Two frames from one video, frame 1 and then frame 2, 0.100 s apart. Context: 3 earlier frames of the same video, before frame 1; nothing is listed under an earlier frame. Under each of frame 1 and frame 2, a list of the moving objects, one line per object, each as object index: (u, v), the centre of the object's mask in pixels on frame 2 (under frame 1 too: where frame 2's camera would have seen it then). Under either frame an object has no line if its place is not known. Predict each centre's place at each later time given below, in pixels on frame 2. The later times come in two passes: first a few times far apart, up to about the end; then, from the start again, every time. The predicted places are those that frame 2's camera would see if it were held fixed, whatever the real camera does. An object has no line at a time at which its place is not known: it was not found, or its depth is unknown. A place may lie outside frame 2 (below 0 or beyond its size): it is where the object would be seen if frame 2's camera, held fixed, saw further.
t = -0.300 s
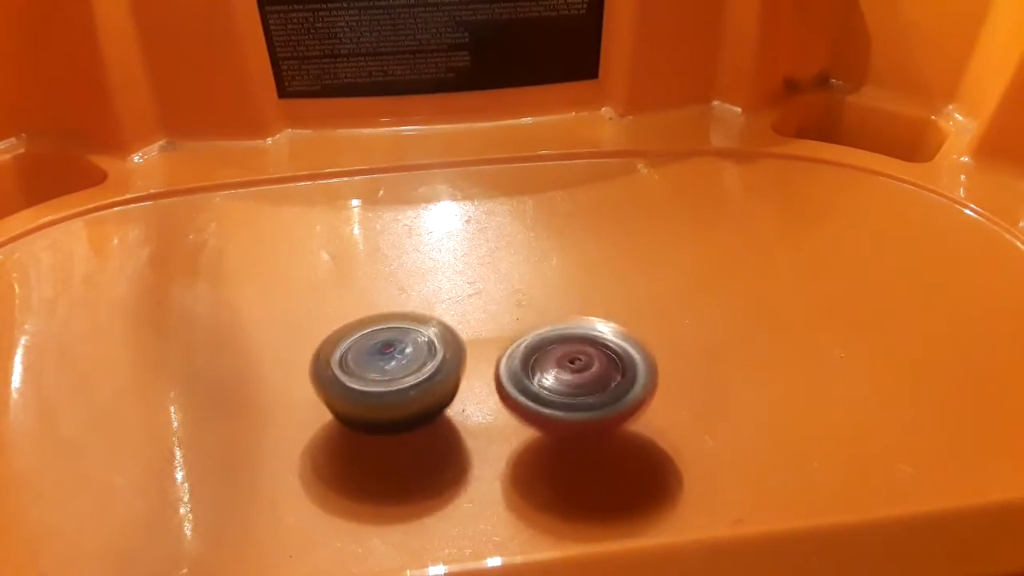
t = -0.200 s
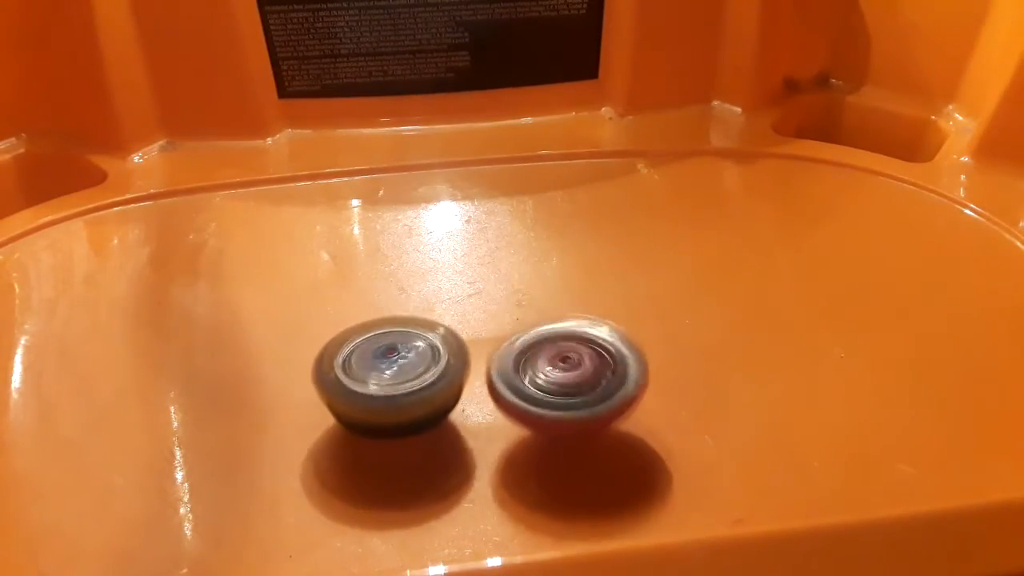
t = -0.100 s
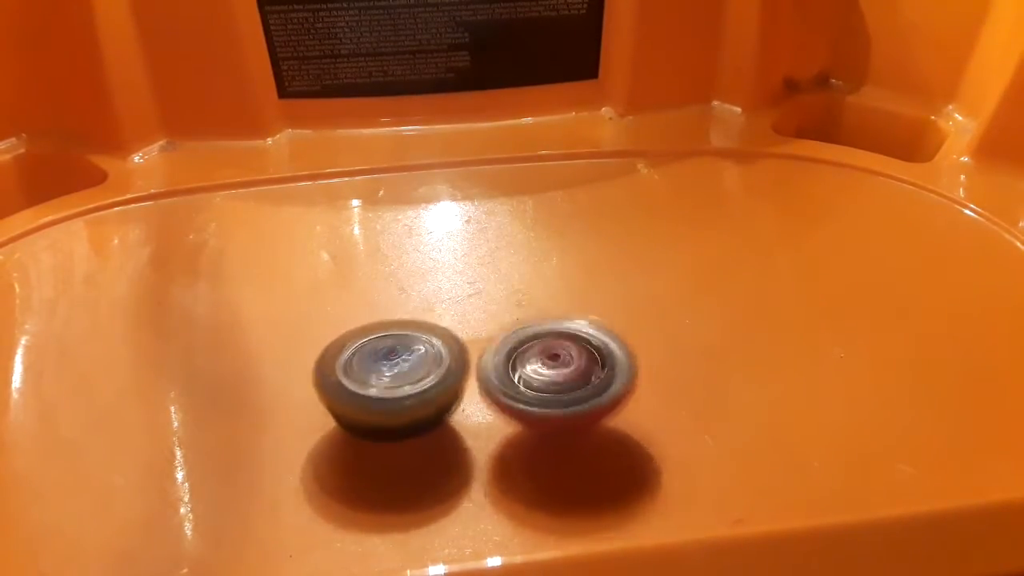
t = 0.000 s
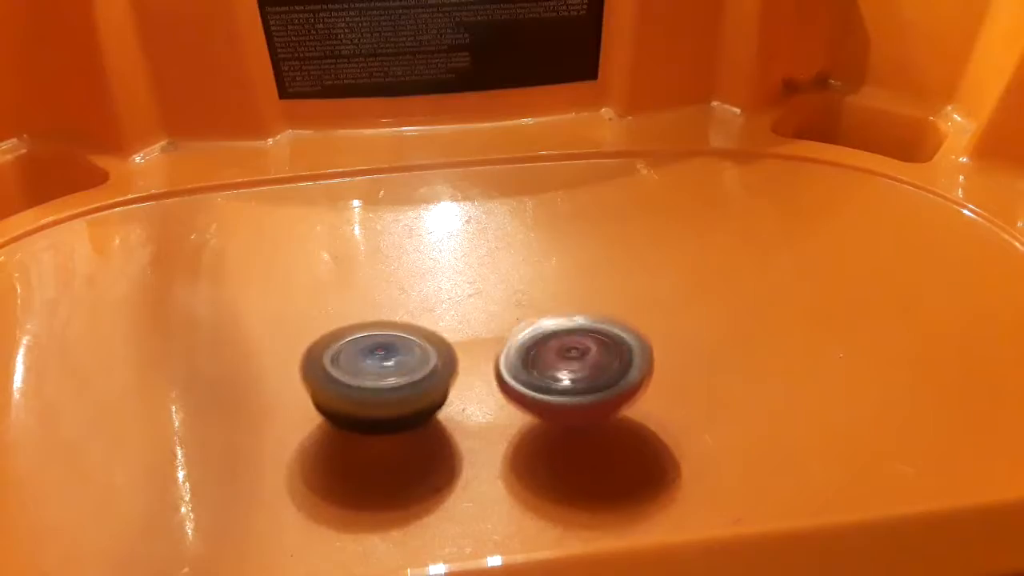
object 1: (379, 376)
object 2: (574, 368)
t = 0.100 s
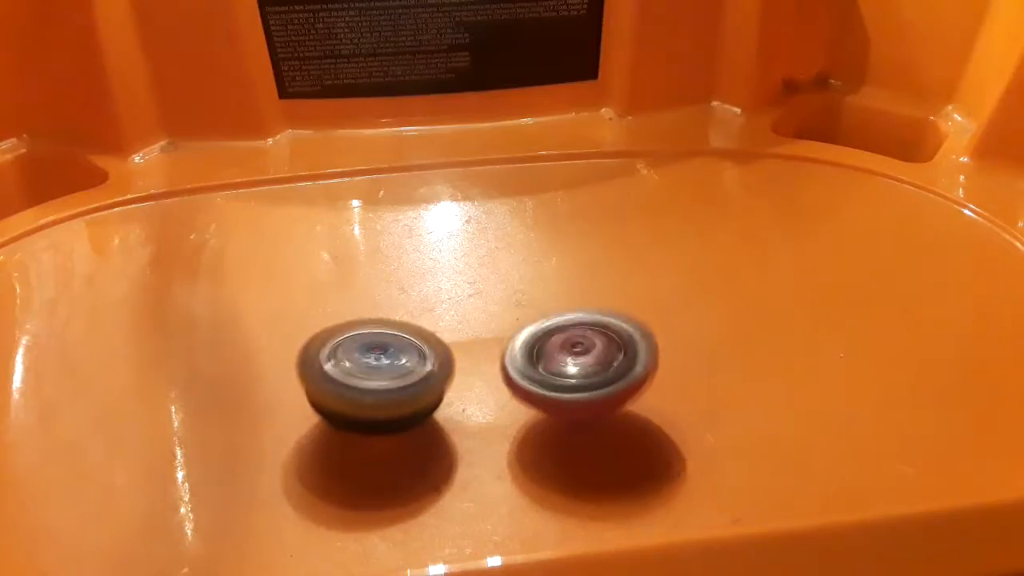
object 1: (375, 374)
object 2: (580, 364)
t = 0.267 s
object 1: (375, 370)
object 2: (574, 350)
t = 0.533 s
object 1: (392, 360)
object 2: (546, 327)
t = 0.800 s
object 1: (376, 353)
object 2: (559, 313)
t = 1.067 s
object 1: (382, 353)
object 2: (577, 299)
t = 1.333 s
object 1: (387, 349)
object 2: (583, 296)
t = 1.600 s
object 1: (389, 354)
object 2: (563, 305)
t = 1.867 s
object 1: (384, 362)
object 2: (559, 324)
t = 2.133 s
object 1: (391, 371)
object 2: (579, 345)
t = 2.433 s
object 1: (410, 373)
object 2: (594, 365)
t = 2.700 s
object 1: (412, 372)
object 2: (575, 363)
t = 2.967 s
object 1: (404, 368)
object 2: (581, 352)
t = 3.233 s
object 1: (401, 357)
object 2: (563, 332)
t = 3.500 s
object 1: (390, 349)
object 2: (560, 322)
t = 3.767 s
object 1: (391, 344)
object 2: (553, 326)
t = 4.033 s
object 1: (394, 345)
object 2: (552, 338)
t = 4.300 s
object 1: (388, 351)
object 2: (568, 354)
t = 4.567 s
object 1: (379, 357)
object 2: (569, 364)
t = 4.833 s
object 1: (387, 364)
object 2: (548, 365)
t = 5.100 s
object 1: (390, 358)
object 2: (559, 355)
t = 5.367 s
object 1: (395, 353)
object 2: (559, 353)
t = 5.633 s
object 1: (400, 357)
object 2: (558, 362)
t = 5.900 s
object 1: (388, 360)
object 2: (561, 371)
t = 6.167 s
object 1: (389, 359)
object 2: (551, 365)
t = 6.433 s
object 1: (387, 350)
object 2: (551, 351)
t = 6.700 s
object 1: (390, 348)
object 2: (566, 345)
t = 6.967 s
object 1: (389, 353)
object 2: (562, 344)
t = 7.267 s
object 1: (380, 357)
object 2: (564, 356)
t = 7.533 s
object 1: (386, 360)
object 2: (563, 366)
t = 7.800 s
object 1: (386, 355)
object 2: (549, 365)
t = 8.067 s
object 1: (381, 352)
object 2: (550, 357)
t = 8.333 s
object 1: (380, 348)
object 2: (545, 352)
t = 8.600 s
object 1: (382, 350)
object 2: (543, 364)
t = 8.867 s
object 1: (377, 354)
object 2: (539, 373)
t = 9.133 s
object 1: (378, 356)
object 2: (537, 365)
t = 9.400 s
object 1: (372, 351)
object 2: (566, 350)
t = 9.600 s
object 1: (371, 353)
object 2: (548, 333)
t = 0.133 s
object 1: (374, 374)
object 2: (580, 361)
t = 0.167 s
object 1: (374, 373)
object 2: (579, 358)
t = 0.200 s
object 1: (374, 372)
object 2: (577, 356)
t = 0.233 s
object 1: (375, 371)
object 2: (574, 353)
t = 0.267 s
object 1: (375, 370)
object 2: (574, 350)
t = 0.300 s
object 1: (377, 369)
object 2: (573, 345)
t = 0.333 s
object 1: (378, 367)
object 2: (570, 341)
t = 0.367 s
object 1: (380, 366)
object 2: (566, 339)
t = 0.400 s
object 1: (383, 365)
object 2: (563, 336)
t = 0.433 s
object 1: (386, 364)
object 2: (559, 334)
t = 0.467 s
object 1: (389, 363)
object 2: (554, 331)
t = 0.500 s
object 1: (391, 361)
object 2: (549, 329)
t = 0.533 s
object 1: (392, 360)
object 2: (546, 327)
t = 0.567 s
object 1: (389, 358)
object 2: (545, 323)
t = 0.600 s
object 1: (389, 356)
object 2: (541, 323)
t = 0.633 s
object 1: (390, 355)
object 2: (541, 321)
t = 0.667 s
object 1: (390, 354)
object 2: (539, 318)
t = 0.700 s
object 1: (381, 354)
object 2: (547, 316)
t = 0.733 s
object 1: (376, 352)
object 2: (552, 317)
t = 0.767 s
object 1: (376, 352)
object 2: (555, 314)
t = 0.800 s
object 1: (376, 353)
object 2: (559, 313)
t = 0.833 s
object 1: (376, 353)
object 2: (562, 311)
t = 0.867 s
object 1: (377, 354)
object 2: (566, 310)
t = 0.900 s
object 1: (378, 354)
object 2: (569, 308)
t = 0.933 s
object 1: (379, 355)
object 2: (571, 306)
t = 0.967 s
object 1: (381, 355)
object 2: (574, 305)
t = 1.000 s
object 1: (382, 355)
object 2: (575, 303)
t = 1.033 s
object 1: (382, 354)
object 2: (576, 301)
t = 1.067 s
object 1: (382, 353)
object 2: (577, 299)
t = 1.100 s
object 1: (382, 353)
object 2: (577, 298)
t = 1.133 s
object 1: (383, 352)
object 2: (576, 295)
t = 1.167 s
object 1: (384, 351)
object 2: (575, 293)
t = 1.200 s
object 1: (384, 350)
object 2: (576, 292)
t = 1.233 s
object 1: (384, 350)
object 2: (578, 293)
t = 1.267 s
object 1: (385, 349)
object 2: (581, 294)
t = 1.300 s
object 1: (386, 349)
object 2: (582, 296)
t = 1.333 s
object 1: (387, 349)
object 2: (583, 296)
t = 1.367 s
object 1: (388, 349)
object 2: (582, 297)
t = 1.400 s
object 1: (389, 349)
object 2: (578, 297)
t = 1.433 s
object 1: (389, 350)
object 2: (576, 297)
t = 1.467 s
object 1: (390, 351)
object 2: (572, 299)
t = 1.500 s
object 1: (390, 351)
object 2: (570, 300)
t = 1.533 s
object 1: (390, 352)
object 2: (568, 301)
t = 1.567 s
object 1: (390, 353)
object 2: (565, 303)
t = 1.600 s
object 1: (389, 354)
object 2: (563, 305)
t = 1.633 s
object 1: (389, 355)
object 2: (562, 307)
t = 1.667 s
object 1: (388, 356)
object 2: (560, 309)
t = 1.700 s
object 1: (387, 357)
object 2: (559, 312)
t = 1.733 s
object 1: (385, 358)
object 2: (558, 314)
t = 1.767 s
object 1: (384, 358)
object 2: (558, 317)
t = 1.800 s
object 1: (383, 359)
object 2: (558, 319)
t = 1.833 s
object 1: (382, 361)
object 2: (558, 321)
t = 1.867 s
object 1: (384, 362)
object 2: (559, 324)
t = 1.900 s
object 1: (384, 363)
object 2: (560, 327)
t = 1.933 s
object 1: (385, 364)
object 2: (562, 330)
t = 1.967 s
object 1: (386, 366)
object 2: (563, 333)
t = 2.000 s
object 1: (386, 367)
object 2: (566, 335)
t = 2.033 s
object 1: (388, 368)
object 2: (569, 337)
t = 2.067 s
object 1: (389, 369)
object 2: (571, 340)
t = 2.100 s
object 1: (390, 370)
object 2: (574, 342)
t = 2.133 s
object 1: (391, 371)
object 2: (579, 345)
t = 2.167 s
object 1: (393, 372)
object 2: (583, 347)
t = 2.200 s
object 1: (395, 372)
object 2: (587, 349)
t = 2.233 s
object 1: (397, 372)
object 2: (588, 352)
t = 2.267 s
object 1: (398, 373)
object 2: (589, 355)
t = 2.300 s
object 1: (401, 373)
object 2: (591, 357)
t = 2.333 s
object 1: (403, 373)
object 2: (592, 360)
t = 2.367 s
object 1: (406, 373)
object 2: (593, 361)
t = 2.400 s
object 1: (408, 373)
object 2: (594, 363)
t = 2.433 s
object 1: (410, 373)
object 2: (594, 365)
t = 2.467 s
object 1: (412, 373)
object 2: (593, 364)
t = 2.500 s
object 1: (414, 372)
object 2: (592, 365)
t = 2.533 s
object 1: (414, 372)
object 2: (591, 365)
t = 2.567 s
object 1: (413, 372)
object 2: (589, 365)
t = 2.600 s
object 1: (412, 373)
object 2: (585, 364)
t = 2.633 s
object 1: (412, 372)
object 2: (582, 364)
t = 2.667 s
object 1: (414, 372)
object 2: (578, 365)
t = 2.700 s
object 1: (412, 372)
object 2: (575, 363)
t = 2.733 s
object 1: (412, 371)
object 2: (573, 362)
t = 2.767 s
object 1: (408, 370)
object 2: (576, 360)
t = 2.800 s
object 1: (405, 370)
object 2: (579, 359)
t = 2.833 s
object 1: (405, 369)
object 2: (578, 359)
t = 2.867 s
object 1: (405, 369)
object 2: (582, 357)
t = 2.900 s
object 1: (405, 369)
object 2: (581, 352)
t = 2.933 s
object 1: (404, 368)
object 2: (580, 352)
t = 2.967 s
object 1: (404, 368)
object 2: (581, 352)
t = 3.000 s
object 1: (404, 367)
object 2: (580, 350)
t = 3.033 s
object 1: (403, 366)
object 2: (578, 348)
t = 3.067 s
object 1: (402, 364)
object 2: (579, 344)
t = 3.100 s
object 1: (402, 363)
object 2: (577, 341)
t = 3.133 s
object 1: (401, 361)
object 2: (573, 338)
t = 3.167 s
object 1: (401, 360)
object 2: (572, 334)
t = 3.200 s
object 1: (401, 358)
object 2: (568, 333)
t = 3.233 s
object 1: (401, 357)
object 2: (563, 332)
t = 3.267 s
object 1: (402, 356)
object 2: (560, 330)
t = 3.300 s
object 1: (402, 355)
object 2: (556, 330)
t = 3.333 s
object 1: (394, 354)
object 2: (561, 327)
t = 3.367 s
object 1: (392, 353)
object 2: (560, 324)
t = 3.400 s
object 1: (392, 352)
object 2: (560, 325)
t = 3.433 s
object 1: (391, 351)
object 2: (561, 324)
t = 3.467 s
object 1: (390, 350)
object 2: (559, 322)
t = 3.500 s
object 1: (390, 349)
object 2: (560, 322)
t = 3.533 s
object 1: (389, 348)
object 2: (559, 321)
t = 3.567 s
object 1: (389, 347)
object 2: (559, 321)
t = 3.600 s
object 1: (389, 346)
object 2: (558, 322)
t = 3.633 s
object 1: (389, 346)
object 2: (557, 323)
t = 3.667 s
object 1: (390, 345)
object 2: (556, 323)
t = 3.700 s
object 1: (390, 345)
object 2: (555, 324)
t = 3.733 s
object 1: (390, 344)
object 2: (555, 325)
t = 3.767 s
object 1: (391, 344)
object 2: (553, 326)
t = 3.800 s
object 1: (391, 344)
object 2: (553, 327)
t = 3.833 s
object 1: (392, 344)
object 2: (553, 327)
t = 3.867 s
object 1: (392, 344)
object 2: (552, 330)
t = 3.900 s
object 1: (393, 344)
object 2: (552, 330)
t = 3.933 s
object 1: (393, 344)
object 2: (552, 332)
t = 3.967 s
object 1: (394, 344)
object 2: (551, 334)
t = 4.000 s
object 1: (394, 345)
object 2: (552, 335)
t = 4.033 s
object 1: (394, 345)
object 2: (552, 338)
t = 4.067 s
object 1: (393, 346)
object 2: (553, 339)
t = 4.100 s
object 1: (393, 347)
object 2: (555, 342)
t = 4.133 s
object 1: (393, 347)
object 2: (555, 344)
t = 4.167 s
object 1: (392, 348)
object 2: (557, 346)
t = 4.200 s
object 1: (391, 349)
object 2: (560, 349)
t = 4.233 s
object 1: (390, 350)
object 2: (562, 350)
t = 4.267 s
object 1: (389, 351)
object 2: (565, 352)
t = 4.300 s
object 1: (388, 351)
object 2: (568, 354)
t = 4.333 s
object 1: (386, 352)
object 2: (571, 355)
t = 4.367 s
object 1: (384, 353)
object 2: (572, 357)
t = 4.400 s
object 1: (383, 354)
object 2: (571, 359)
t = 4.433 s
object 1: (381, 354)
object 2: (572, 360)
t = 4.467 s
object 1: (379, 354)
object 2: (571, 363)
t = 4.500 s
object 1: (379, 355)
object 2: (570, 362)
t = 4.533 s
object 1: (378, 356)
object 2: (571, 365)
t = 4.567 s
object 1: (379, 357)
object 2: (569, 364)
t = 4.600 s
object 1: (378, 358)
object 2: (568, 364)
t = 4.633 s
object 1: (379, 359)
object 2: (567, 365)
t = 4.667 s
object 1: (380, 360)
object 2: (564, 365)
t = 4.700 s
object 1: (380, 361)
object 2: (562, 366)
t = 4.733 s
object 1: (381, 362)
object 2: (557, 366)
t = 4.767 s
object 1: (383, 363)
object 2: (554, 366)
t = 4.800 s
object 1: (385, 363)
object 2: (551, 366)
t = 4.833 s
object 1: (387, 364)
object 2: (548, 365)
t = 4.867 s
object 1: (385, 363)
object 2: (553, 362)
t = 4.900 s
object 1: (387, 361)
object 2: (552, 360)
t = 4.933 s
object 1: (389, 361)
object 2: (549, 362)
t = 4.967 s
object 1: (388, 361)
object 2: (554, 362)
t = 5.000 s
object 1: (389, 361)
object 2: (555, 357)
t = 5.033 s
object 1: (390, 360)
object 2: (554, 358)
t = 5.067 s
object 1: (390, 360)
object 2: (556, 359)
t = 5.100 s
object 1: (390, 358)
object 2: (559, 355)
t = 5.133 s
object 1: (390, 357)
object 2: (558, 355)
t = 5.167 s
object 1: (390, 356)
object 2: (559, 354)
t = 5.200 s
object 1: (390, 355)
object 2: (560, 354)
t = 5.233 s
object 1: (391, 354)
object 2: (559, 352)
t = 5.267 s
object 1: (392, 354)
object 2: (560, 352)
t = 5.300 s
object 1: (392, 354)
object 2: (559, 352)
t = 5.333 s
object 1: (394, 353)
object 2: (558, 351)
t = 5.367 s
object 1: (395, 353)
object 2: (559, 353)
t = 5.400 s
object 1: (395, 353)
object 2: (557, 353)
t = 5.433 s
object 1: (397, 353)
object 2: (557, 354)
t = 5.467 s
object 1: (398, 353)
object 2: (557, 355)
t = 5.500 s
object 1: (399, 353)
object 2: (557, 355)
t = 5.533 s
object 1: (400, 354)
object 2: (558, 357)
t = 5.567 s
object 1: (400, 355)
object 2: (557, 359)
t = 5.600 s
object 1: (400, 355)
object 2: (559, 361)
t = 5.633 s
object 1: (400, 357)
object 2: (558, 362)
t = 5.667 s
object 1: (400, 357)
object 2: (557, 364)
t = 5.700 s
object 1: (398, 358)
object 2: (556, 366)
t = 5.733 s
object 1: (398, 359)
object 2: (555, 366)
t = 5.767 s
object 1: (394, 359)
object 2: (556, 368)
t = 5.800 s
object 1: (393, 359)
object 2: (558, 368)
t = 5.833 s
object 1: (392, 360)
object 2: (557, 369)
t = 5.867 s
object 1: (389, 361)
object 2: (558, 368)
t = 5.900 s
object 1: (388, 360)
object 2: (561, 371)
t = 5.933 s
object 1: (389, 360)
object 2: (559, 368)
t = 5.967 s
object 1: (388, 361)
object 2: (561, 369)
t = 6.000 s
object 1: (387, 360)
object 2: (562, 367)
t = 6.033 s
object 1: (388, 360)
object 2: (559, 367)
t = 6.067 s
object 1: (388, 360)
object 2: (559, 367)
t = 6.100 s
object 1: (388, 359)
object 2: (557, 366)
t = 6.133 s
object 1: (389, 359)
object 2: (554, 364)
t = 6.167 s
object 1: (389, 359)
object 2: (551, 365)
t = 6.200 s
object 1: (389, 358)
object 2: (550, 363)
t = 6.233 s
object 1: (389, 357)
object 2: (551, 361)
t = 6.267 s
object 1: (389, 355)
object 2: (547, 358)
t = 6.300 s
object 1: (389, 354)
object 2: (548, 356)
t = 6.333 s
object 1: (389, 353)
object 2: (547, 355)
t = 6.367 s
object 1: (386, 351)
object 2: (553, 353)
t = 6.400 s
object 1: (387, 350)
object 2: (552, 351)
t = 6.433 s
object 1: (387, 350)
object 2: (551, 351)
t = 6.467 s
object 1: (386, 349)
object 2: (556, 350)
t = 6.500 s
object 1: (387, 348)
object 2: (559, 349)
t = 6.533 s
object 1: (388, 348)
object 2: (558, 349)
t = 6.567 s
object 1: (387, 348)
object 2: (561, 349)
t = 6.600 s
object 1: (388, 347)
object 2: (565, 346)
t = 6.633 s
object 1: (389, 348)
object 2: (562, 345)
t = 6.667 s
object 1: (389, 348)
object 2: (564, 346)
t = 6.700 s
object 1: (390, 348)
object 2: (566, 345)
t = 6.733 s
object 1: (390, 348)
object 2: (566, 342)
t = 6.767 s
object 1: (391, 349)
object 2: (564, 344)
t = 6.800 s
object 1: (391, 349)
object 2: (566, 345)
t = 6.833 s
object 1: (391, 350)
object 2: (565, 343)
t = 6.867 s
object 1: (391, 351)
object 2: (563, 341)
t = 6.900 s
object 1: (390, 351)
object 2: (564, 344)
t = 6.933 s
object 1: (390, 352)
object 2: (563, 344)
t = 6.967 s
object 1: (389, 353)
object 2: (562, 344)
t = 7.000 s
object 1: (388, 353)
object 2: (560, 345)
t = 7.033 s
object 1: (387, 354)
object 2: (563, 347)
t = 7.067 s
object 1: (386, 354)
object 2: (561, 347)
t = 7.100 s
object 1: (385, 355)
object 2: (559, 349)
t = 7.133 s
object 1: (383, 355)
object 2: (560, 351)
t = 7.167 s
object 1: (382, 355)
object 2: (563, 351)
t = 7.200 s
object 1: (381, 355)
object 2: (561, 352)
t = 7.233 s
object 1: (380, 356)
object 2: (562, 355)
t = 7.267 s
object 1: (380, 357)
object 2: (564, 356)
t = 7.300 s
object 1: (381, 357)
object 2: (567, 356)
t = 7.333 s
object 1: (380, 358)
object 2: (565, 358)
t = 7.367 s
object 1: (381, 359)
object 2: (565, 360)
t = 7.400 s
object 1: (381, 359)
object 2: (565, 362)
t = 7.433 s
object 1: (382, 359)
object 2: (565, 363)
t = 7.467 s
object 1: (384, 360)
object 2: (563, 365)
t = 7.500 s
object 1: (385, 360)
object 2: (563, 364)
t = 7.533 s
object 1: (386, 360)
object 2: (563, 366)
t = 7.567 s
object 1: (387, 360)
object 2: (561, 365)
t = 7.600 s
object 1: (388, 360)
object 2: (559, 366)
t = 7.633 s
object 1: (387, 359)
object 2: (556, 367)
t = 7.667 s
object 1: (388, 358)
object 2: (555, 367)
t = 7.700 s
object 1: (388, 357)
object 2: (551, 368)
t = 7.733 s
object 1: (388, 357)
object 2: (548, 368)
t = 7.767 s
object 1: (388, 356)
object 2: (546, 368)
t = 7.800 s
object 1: (386, 355)
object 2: (549, 365)
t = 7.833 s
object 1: (387, 354)
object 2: (545, 362)
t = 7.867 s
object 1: (384, 354)
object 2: (544, 364)
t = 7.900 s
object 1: (381, 352)
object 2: (551, 363)
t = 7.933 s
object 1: (383, 352)
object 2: (547, 362)
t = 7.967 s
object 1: (382, 353)
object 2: (543, 363)
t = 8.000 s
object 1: (379, 352)
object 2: (546, 363)
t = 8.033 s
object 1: (380, 351)
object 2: (552, 359)
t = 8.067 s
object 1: (381, 352)
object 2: (550, 357)
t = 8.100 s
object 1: (379, 352)
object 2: (547, 359)
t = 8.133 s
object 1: (379, 351)
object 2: (551, 358)
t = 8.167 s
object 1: (380, 350)
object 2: (553, 356)
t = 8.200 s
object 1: (380, 350)
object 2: (549, 353)
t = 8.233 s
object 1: (379, 349)
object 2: (548, 355)
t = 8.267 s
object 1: (380, 348)
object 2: (549, 355)
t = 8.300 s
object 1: (381, 348)
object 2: (550, 353)
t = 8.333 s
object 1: (380, 348)
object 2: (545, 352)
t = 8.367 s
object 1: (381, 347)
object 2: (544, 356)
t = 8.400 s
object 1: (382, 348)
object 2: (546, 356)
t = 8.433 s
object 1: (382, 348)
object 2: (546, 356)
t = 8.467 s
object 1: (382, 348)
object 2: (542, 356)
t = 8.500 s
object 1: (383, 348)
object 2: (543, 360)
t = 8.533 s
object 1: (383, 349)
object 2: (545, 360)
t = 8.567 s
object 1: (383, 349)
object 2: (545, 361)
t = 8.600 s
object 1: (382, 350)
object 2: (543, 364)
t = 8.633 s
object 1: (382, 350)
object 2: (546, 367)
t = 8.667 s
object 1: (382, 351)
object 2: (547, 367)
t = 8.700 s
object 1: (381, 351)
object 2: (545, 367)
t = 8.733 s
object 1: (380, 352)
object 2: (541, 368)
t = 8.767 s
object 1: (379, 353)
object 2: (544, 371)
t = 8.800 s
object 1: (377, 353)
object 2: (543, 371)
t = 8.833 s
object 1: (377, 354)
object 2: (540, 369)
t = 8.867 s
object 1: (377, 354)
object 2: (539, 373)
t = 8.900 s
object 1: (377, 355)
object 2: (542, 372)
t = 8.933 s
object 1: (377, 356)
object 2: (540, 370)
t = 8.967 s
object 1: (377, 357)
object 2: (537, 372)
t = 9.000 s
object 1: (377, 357)
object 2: (535, 373)
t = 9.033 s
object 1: (377, 358)
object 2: (535, 372)
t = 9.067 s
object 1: (377, 358)
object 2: (534, 371)
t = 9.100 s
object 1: (376, 357)
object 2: (538, 366)
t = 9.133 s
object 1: (378, 356)
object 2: (537, 365)
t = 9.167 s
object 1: (369, 354)
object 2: (549, 367)
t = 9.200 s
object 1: (366, 352)
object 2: (558, 366)
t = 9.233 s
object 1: (370, 352)
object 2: (559, 364)
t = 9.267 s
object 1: (372, 352)
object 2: (562, 362)
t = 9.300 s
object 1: (370, 352)
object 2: (564, 360)
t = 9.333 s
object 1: (369, 351)
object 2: (568, 356)
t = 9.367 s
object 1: (371, 351)
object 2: (566, 354)
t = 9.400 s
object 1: (372, 351)
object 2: (566, 350)
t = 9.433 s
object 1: (371, 351)
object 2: (566, 347)
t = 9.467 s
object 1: (370, 351)
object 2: (565, 341)
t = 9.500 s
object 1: (372, 351)
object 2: (560, 339)
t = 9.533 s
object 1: (373, 353)
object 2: (557, 337)
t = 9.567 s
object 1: (372, 354)
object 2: (552, 334)
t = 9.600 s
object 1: (371, 353)
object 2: (548, 333)
